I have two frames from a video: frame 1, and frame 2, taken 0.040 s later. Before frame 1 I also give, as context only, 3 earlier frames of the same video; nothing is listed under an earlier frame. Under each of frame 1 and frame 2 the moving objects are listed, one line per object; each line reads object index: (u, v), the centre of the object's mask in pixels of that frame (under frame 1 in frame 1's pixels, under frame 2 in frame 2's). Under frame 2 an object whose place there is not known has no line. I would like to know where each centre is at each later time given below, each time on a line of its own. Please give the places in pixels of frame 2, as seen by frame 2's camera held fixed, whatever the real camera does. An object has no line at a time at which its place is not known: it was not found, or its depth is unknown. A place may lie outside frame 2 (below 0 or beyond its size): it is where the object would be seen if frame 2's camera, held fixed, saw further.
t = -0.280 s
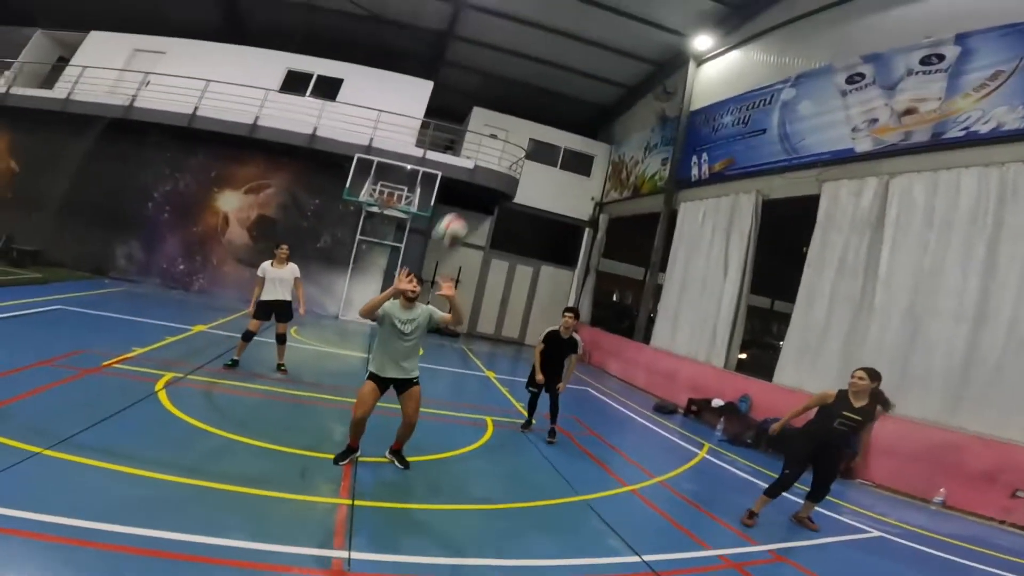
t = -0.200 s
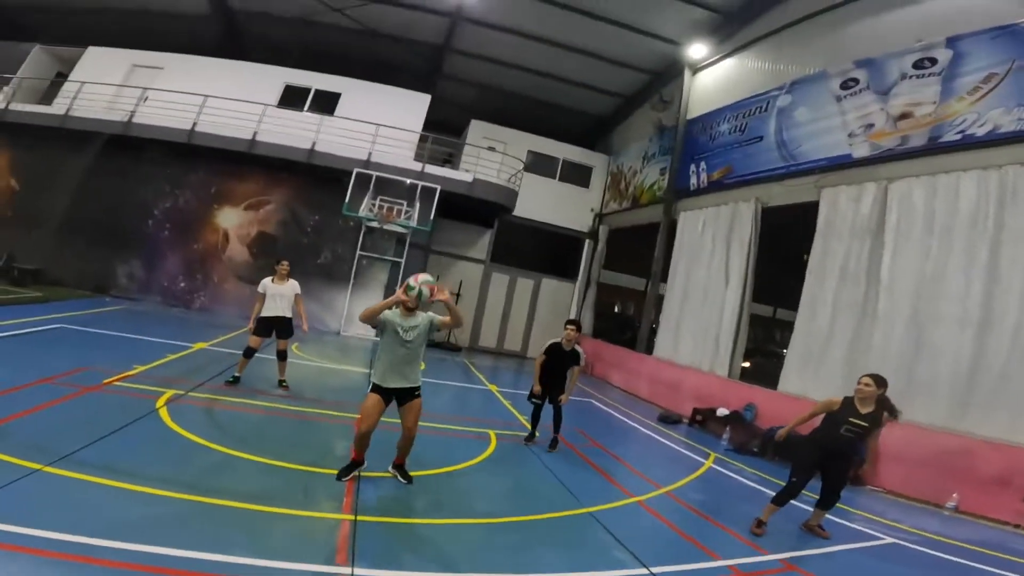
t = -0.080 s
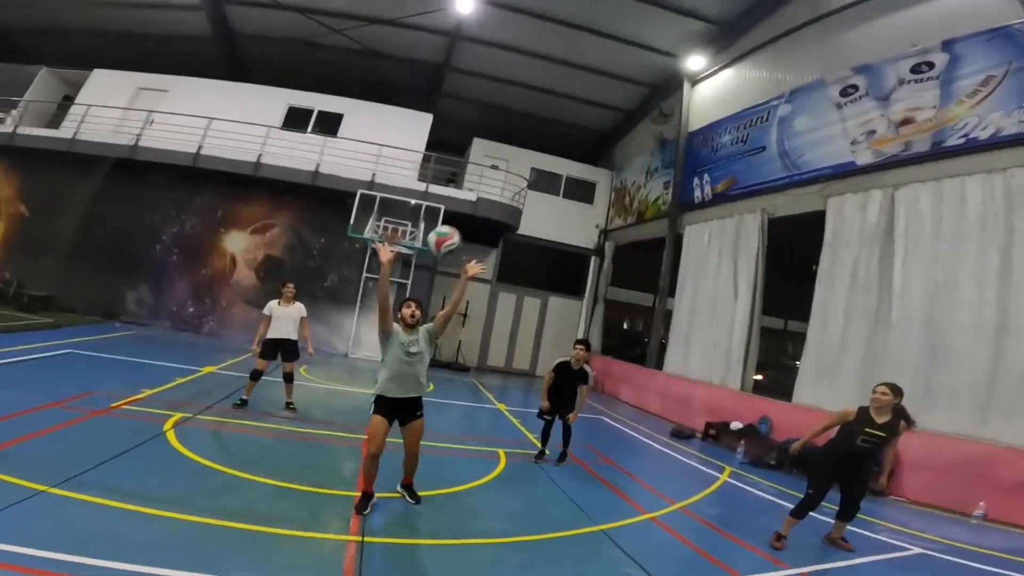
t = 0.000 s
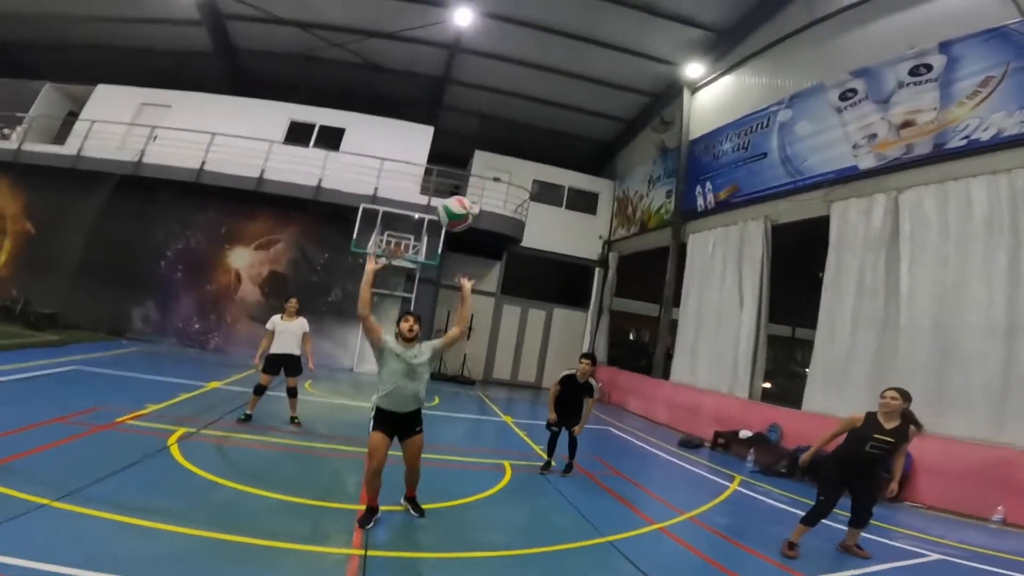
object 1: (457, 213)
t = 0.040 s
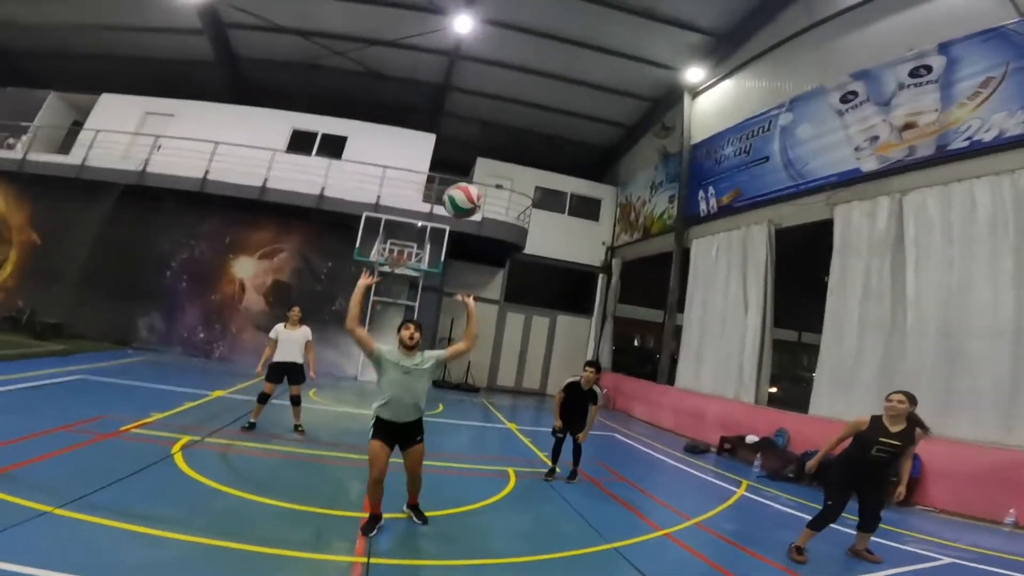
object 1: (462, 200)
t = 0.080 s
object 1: (466, 181)
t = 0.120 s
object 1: (470, 165)
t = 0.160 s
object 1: (473, 146)
